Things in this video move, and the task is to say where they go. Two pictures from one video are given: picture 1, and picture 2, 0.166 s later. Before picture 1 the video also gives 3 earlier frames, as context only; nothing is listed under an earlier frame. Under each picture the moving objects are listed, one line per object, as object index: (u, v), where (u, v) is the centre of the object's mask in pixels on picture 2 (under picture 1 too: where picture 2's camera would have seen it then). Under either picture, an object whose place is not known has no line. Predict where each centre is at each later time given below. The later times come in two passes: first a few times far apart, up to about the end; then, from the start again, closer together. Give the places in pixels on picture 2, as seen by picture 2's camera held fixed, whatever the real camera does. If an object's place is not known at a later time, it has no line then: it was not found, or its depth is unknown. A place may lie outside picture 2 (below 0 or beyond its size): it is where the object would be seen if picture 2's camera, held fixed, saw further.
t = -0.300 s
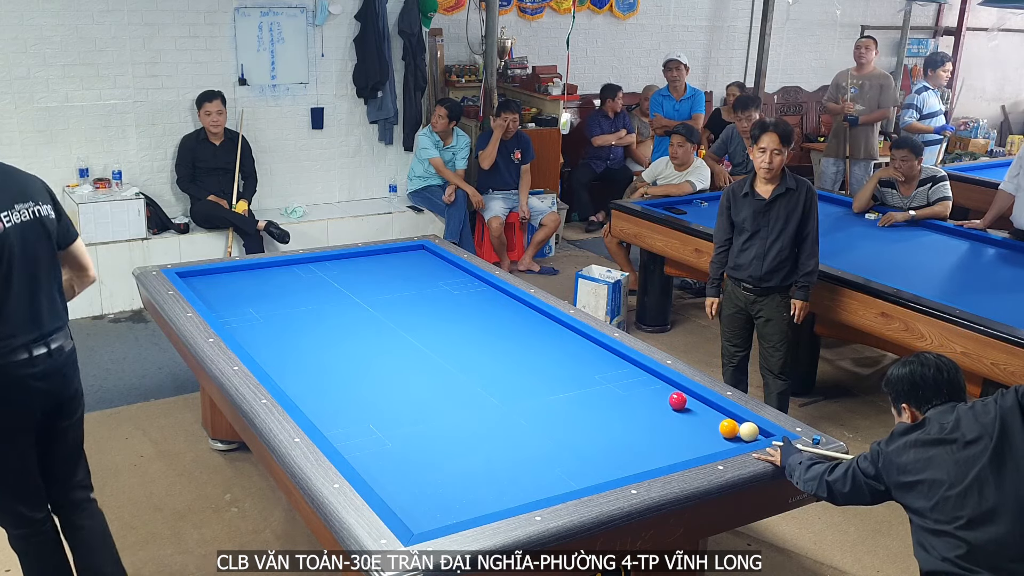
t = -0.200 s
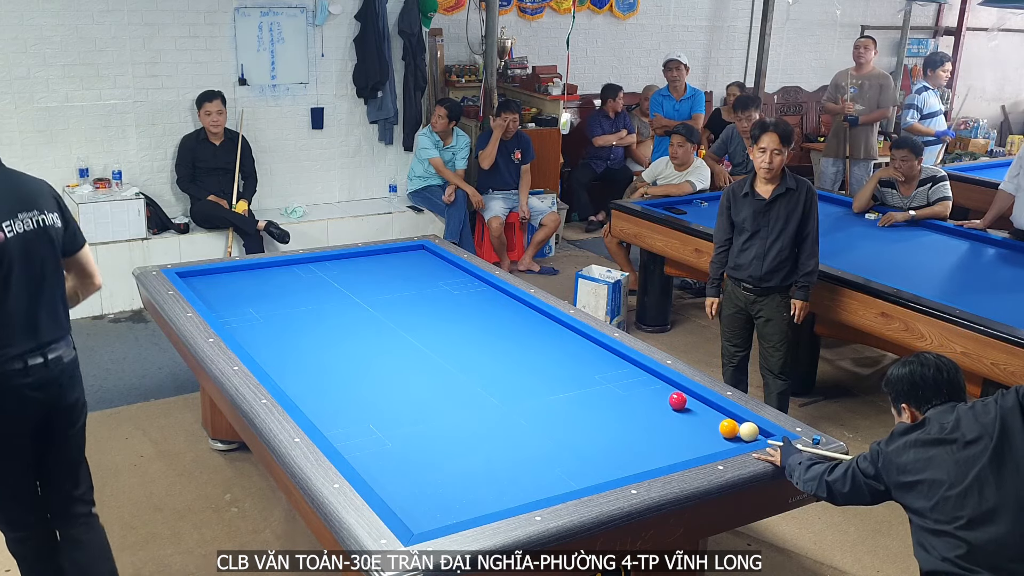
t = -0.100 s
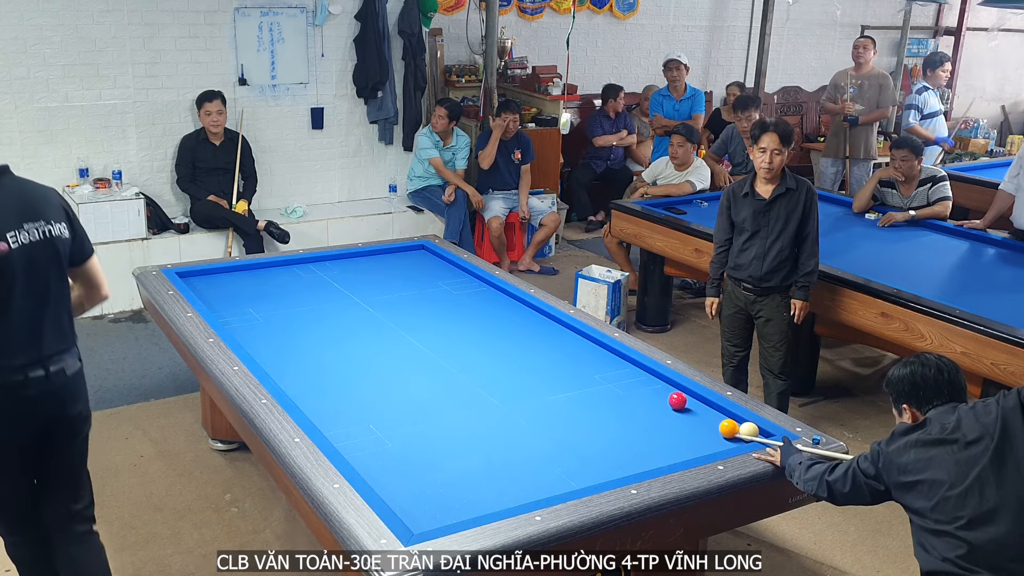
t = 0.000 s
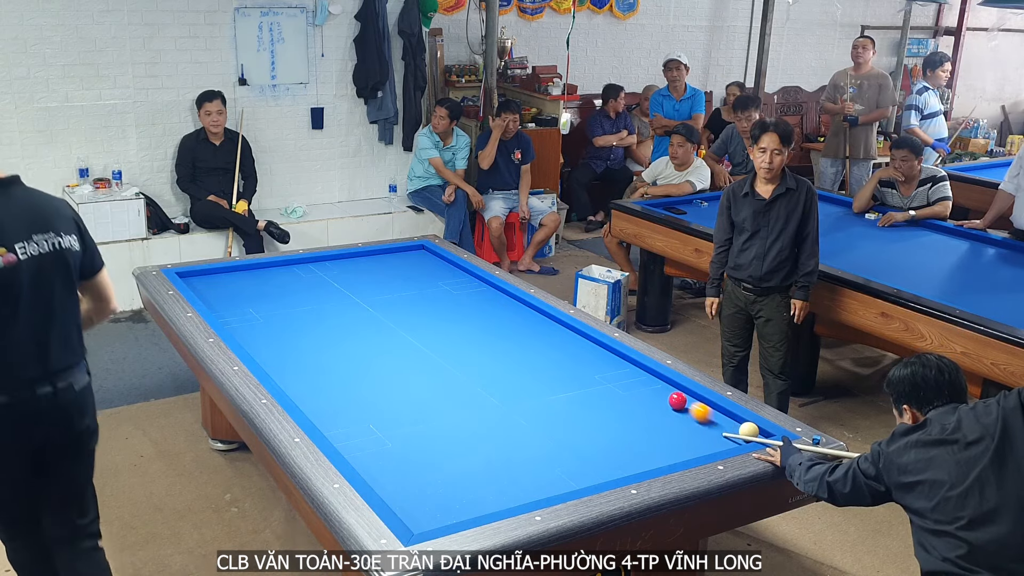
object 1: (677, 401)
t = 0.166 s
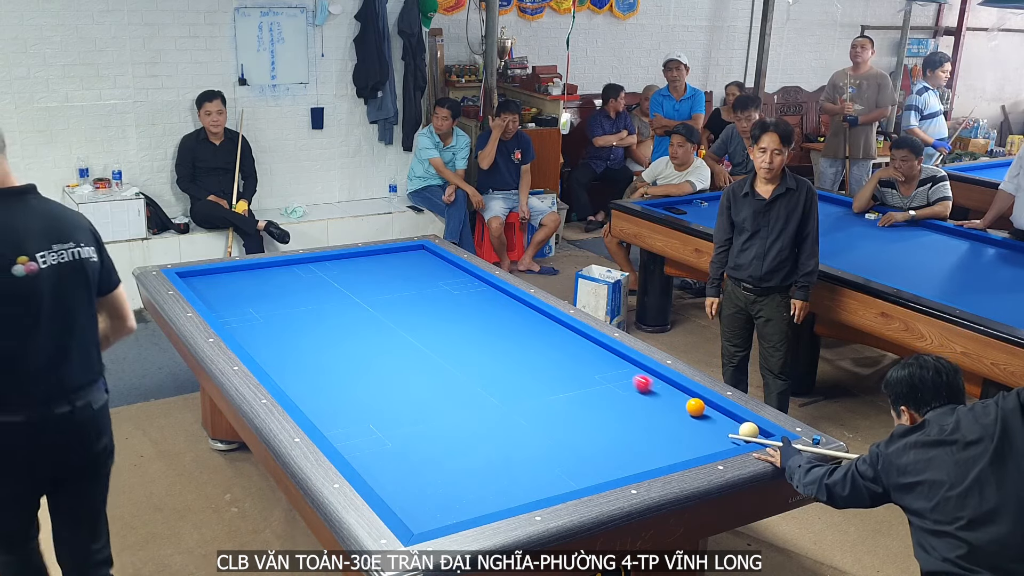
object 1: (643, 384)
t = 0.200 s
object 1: (635, 380)
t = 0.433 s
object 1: (590, 358)
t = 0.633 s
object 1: (555, 341)
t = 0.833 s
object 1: (524, 326)
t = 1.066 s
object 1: (491, 310)
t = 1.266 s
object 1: (465, 297)
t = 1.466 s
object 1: (441, 286)
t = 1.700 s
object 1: (416, 273)
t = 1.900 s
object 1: (395, 263)
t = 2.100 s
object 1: (376, 254)
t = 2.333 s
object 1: (382, 260)
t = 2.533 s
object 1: (390, 265)
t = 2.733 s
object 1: (397, 272)
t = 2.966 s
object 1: (406, 279)
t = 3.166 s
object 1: (413, 285)
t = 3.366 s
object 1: (421, 291)
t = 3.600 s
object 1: (430, 298)
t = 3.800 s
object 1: (438, 304)
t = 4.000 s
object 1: (446, 311)
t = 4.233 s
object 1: (455, 319)
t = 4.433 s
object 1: (463, 325)
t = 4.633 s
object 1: (471, 332)
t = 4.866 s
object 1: (481, 339)
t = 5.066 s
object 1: (489, 346)
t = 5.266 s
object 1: (498, 353)
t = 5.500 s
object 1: (507, 361)
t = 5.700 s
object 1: (516, 367)
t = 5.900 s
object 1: (524, 374)
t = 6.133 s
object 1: (534, 382)
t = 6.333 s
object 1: (542, 389)
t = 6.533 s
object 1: (550, 395)
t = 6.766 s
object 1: (560, 403)
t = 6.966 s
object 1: (568, 409)
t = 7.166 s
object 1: (576, 416)
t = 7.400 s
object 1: (585, 423)
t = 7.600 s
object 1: (593, 429)
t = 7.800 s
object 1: (600, 435)
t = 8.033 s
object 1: (609, 442)
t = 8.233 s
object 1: (616, 447)
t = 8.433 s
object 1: (623, 452)
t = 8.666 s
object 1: (630, 458)
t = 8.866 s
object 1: (635, 462)
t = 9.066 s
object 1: (640, 465)
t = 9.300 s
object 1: (639, 465)
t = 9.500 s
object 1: (636, 463)
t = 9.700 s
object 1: (633, 462)
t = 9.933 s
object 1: (629, 460)
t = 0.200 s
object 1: (635, 380)
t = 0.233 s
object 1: (628, 376)
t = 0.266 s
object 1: (621, 373)
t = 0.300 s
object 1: (615, 370)
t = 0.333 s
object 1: (608, 367)
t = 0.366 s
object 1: (602, 364)
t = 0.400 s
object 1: (596, 361)
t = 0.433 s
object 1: (590, 358)
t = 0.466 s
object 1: (584, 355)
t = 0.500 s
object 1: (578, 352)
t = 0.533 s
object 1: (572, 349)
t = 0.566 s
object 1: (567, 347)
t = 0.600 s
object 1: (561, 344)
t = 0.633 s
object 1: (555, 341)
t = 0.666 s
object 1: (550, 339)
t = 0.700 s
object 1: (545, 336)
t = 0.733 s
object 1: (540, 333)
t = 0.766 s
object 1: (535, 331)
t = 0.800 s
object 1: (529, 329)
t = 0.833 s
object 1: (524, 326)
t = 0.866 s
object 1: (519, 323)
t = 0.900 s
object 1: (515, 321)
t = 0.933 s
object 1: (510, 319)
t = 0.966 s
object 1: (505, 317)
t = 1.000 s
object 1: (500, 314)
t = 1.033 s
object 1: (496, 312)
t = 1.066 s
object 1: (491, 310)
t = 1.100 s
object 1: (487, 308)
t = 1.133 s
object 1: (482, 305)
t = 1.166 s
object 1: (478, 303)
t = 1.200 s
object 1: (474, 301)
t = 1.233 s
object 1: (470, 299)
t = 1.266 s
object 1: (465, 297)
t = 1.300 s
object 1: (461, 295)
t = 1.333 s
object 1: (457, 293)
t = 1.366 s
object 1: (453, 291)
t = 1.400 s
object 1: (449, 289)
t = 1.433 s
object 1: (445, 287)
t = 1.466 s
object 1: (441, 286)
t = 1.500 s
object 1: (437, 284)
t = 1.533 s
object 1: (434, 282)
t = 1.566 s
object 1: (430, 280)
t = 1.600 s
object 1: (426, 278)
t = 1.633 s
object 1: (423, 277)
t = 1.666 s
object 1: (419, 275)
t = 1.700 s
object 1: (416, 273)
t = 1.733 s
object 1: (412, 272)
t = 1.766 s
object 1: (409, 270)
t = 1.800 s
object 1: (405, 268)
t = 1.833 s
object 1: (402, 266)
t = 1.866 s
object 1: (399, 265)
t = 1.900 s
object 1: (395, 263)
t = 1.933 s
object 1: (392, 262)
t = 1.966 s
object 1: (389, 260)
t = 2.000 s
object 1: (385, 258)
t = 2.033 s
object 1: (382, 257)
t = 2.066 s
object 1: (379, 255)
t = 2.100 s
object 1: (376, 254)
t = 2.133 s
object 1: (373, 253)
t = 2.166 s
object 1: (375, 254)
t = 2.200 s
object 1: (376, 255)
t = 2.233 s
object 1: (378, 256)
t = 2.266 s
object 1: (380, 257)
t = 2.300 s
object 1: (381, 259)
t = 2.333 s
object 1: (382, 260)
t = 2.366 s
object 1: (384, 261)
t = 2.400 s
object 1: (385, 262)
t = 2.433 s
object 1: (386, 263)
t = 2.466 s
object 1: (387, 264)
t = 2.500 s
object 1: (388, 264)
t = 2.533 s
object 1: (390, 265)
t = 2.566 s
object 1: (391, 266)
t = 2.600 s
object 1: (392, 267)
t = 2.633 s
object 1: (393, 268)
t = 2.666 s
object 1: (395, 269)
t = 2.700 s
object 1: (396, 270)
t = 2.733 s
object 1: (397, 272)
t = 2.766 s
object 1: (398, 272)
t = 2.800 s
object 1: (399, 273)
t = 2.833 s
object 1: (401, 274)
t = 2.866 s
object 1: (402, 275)
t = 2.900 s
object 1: (403, 276)
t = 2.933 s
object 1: (404, 277)
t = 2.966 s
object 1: (406, 279)
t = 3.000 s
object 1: (407, 279)
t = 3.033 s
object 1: (408, 281)
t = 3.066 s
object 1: (409, 282)
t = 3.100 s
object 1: (411, 283)
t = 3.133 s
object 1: (412, 284)
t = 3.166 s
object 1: (413, 285)
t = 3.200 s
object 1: (414, 286)
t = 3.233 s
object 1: (416, 287)
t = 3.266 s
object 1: (417, 288)
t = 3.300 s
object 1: (418, 289)
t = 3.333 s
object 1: (419, 290)
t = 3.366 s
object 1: (421, 291)
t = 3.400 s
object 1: (422, 292)
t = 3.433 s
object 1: (423, 293)
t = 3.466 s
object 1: (425, 294)
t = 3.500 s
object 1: (426, 295)
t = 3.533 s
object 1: (427, 296)
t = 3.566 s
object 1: (428, 297)
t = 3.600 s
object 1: (430, 298)
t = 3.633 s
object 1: (431, 299)
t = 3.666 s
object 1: (433, 300)
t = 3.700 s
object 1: (434, 301)
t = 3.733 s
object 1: (435, 302)
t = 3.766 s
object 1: (436, 303)
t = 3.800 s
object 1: (438, 304)
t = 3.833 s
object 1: (439, 306)
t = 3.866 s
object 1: (440, 307)
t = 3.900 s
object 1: (442, 308)
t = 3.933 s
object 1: (443, 309)
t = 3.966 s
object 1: (444, 310)
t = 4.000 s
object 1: (446, 311)
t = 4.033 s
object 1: (447, 312)
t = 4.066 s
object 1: (448, 313)
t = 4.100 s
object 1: (450, 314)
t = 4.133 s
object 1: (451, 315)
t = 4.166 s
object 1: (452, 316)
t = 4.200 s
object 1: (454, 317)
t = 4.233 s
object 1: (455, 319)
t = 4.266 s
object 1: (457, 320)
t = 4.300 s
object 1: (458, 321)
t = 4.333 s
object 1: (459, 322)
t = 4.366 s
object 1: (461, 323)
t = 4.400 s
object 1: (462, 324)
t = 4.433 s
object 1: (463, 325)
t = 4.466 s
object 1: (465, 326)
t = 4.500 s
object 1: (466, 327)
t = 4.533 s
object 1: (467, 328)
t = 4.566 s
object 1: (469, 329)
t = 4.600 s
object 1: (470, 330)
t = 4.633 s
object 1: (471, 332)
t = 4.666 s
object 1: (473, 333)
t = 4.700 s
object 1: (474, 334)
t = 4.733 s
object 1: (475, 335)
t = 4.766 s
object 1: (477, 336)
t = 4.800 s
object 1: (478, 337)
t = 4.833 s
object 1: (480, 338)
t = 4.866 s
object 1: (481, 339)
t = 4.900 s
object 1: (482, 340)
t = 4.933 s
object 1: (484, 342)
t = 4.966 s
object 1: (485, 343)
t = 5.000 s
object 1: (487, 344)
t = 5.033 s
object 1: (488, 345)
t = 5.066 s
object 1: (489, 346)
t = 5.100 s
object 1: (491, 347)
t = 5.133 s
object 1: (492, 348)
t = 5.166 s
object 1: (493, 350)
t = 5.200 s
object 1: (495, 351)
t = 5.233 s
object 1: (496, 352)
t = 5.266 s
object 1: (498, 353)
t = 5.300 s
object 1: (499, 354)
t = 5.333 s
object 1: (500, 355)
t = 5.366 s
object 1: (502, 356)
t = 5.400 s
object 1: (503, 357)
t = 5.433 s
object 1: (505, 358)
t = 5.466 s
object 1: (506, 359)
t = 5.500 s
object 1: (507, 361)
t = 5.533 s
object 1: (509, 362)
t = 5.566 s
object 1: (510, 363)
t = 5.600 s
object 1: (512, 364)
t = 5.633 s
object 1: (513, 365)
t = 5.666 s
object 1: (514, 366)
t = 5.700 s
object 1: (516, 367)
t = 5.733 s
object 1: (517, 368)
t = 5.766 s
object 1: (519, 370)
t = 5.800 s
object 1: (520, 371)
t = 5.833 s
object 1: (521, 372)
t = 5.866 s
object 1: (523, 373)
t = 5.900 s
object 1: (524, 374)
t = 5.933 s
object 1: (526, 375)
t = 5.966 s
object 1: (527, 376)
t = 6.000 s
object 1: (528, 377)
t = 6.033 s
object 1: (530, 379)
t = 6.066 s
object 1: (531, 380)
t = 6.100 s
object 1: (532, 381)
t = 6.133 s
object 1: (534, 382)
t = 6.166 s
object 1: (535, 383)
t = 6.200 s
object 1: (537, 384)
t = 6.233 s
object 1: (538, 385)
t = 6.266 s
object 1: (539, 386)
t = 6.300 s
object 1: (541, 388)
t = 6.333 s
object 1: (542, 389)
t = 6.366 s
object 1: (544, 390)
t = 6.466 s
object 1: (548, 393)
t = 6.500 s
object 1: (549, 394)
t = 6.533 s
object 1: (550, 395)
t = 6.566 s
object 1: (552, 396)
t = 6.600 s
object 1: (553, 397)
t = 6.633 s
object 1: (554, 399)
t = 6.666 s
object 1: (556, 400)
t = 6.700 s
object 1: (557, 401)
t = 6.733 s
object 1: (558, 402)
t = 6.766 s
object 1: (560, 403)
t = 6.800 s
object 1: (561, 404)
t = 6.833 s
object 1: (562, 405)
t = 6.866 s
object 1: (564, 406)
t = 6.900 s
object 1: (565, 407)
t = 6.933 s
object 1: (566, 408)
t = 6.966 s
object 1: (568, 409)
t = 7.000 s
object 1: (569, 411)
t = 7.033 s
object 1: (570, 412)
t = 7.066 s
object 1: (572, 413)
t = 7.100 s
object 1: (573, 414)
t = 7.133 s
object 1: (574, 414)
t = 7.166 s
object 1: (576, 416)
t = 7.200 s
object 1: (577, 417)
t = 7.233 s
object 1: (578, 418)
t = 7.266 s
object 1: (580, 419)
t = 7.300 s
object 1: (581, 420)
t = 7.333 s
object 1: (582, 421)
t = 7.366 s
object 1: (584, 422)
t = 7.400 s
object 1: (585, 423)
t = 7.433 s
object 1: (586, 424)
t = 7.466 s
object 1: (588, 425)
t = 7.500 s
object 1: (589, 426)
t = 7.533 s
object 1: (590, 427)
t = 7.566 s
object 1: (592, 428)
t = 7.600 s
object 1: (593, 429)
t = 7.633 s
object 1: (594, 430)
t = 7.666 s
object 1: (595, 431)
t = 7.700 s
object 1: (597, 432)
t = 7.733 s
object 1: (598, 433)
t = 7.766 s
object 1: (599, 434)
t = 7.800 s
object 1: (600, 435)
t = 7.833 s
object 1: (602, 436)
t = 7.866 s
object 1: (603, 437)
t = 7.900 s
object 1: (604, 438)
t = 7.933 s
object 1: (605, 439)
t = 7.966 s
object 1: (607, 439)
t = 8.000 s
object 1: (608, 440)
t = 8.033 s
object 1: (609, 442)
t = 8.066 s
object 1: (610, 442)
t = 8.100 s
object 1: (611, 443)
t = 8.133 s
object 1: (612, 444)
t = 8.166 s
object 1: (614, 445)
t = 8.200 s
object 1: (615, 446)
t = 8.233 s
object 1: (616, 447)
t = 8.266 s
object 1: (617, 448)
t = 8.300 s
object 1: (618, 449)
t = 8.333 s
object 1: (619, 450)
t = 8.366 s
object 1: (620, 451)
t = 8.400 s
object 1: (621, 451)
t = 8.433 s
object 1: (623, 452)
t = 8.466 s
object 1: (624, 453)
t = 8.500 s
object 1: (625, 454)
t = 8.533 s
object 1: (626, 455)
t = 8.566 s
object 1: (627, 456)
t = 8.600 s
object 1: (628, 457)
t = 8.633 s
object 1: (629, 457)
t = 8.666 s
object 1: (630, 458)
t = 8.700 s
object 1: (631, 459)
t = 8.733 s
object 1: (632, 460)
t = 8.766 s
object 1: (633, 460)
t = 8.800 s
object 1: (634, 461)
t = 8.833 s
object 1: (634, 462)
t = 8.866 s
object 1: (635, 462)
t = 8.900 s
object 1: (636, 463)
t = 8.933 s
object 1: (637, 463)
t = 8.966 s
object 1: (638, 464)
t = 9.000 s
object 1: (639, 464)
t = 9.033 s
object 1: (640, 464)
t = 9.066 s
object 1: (640, 465)
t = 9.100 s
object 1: (641, 465)
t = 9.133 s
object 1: (642, 465)
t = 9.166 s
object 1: (641, 465)
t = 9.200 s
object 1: (641, 465)
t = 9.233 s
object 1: (640, 465)
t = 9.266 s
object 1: (640, 465)
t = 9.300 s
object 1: (639, 465)
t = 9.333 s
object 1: (638, 464)
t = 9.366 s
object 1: (638, 464)
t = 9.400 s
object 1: (637, 464)
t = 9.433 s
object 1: (637, 464)
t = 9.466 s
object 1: (636, 464)
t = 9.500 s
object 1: (636, 463)
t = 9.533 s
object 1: (635, 463)
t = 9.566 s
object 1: (635, 463)
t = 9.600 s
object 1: (634, 463)
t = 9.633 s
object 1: (634, 463)
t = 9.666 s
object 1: (633, 462)
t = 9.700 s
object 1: (633, 462)
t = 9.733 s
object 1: (632, 462)
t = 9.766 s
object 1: (632, 462)
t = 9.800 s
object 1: (631, 462)
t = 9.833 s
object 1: (631, 461)
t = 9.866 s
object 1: (630, 461)
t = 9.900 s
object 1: (630, 461)
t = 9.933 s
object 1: (629, 460)
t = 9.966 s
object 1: (629, 460)
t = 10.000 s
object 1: (629, 460)
